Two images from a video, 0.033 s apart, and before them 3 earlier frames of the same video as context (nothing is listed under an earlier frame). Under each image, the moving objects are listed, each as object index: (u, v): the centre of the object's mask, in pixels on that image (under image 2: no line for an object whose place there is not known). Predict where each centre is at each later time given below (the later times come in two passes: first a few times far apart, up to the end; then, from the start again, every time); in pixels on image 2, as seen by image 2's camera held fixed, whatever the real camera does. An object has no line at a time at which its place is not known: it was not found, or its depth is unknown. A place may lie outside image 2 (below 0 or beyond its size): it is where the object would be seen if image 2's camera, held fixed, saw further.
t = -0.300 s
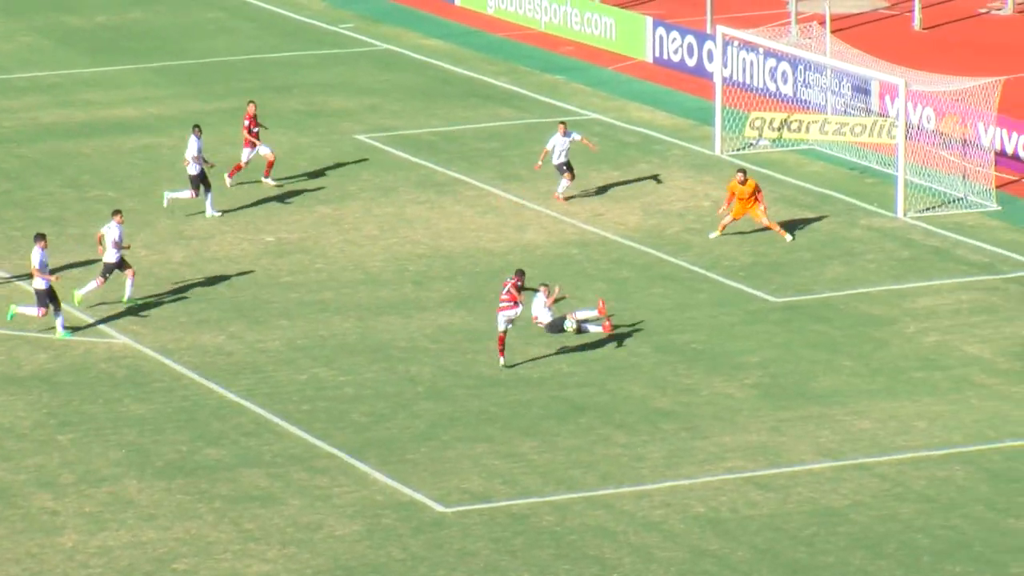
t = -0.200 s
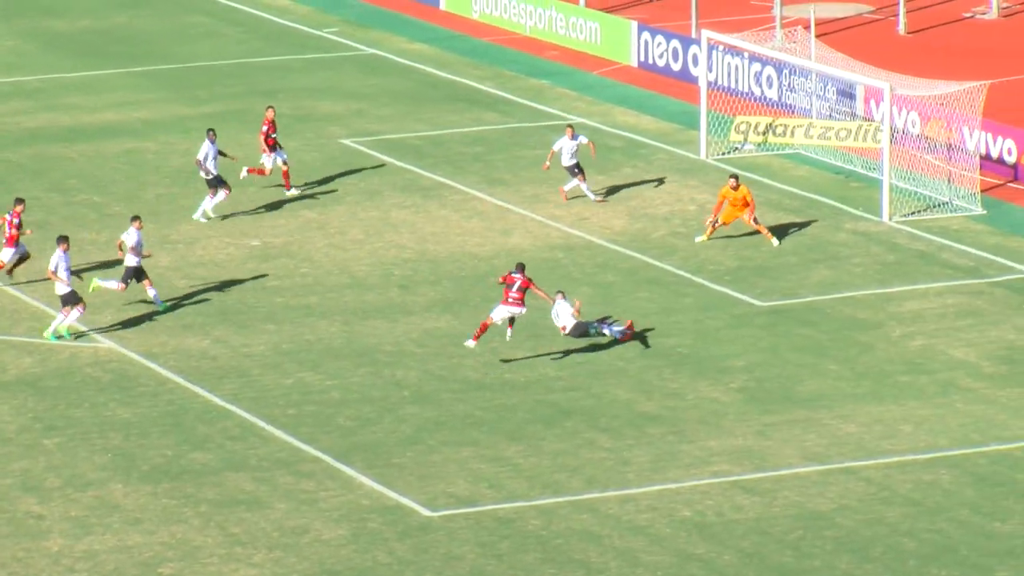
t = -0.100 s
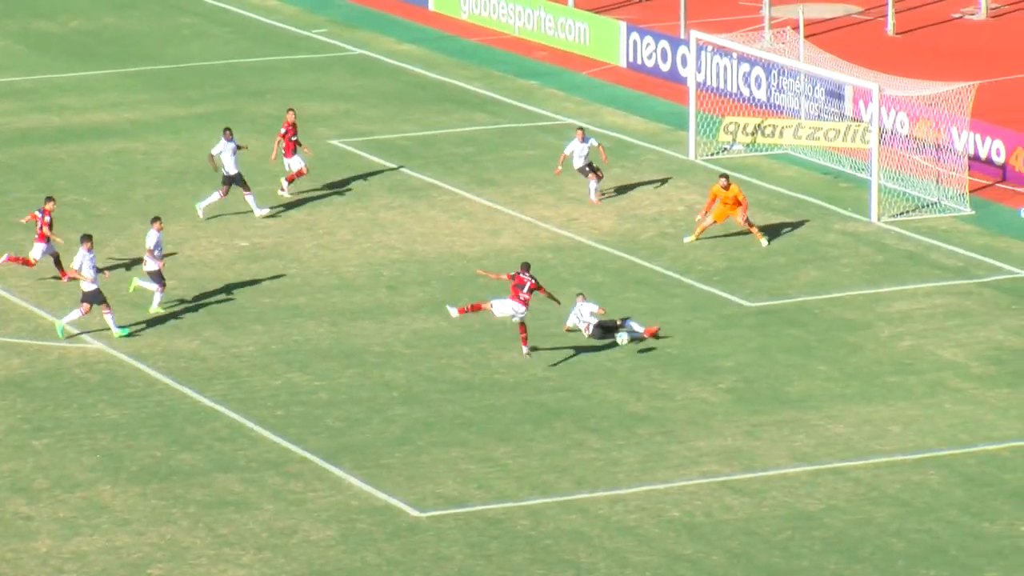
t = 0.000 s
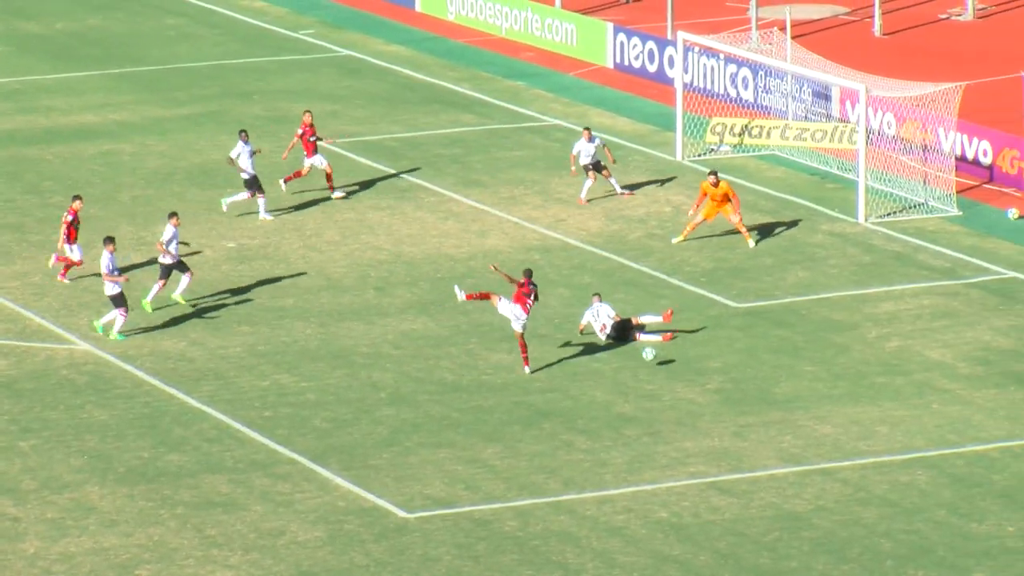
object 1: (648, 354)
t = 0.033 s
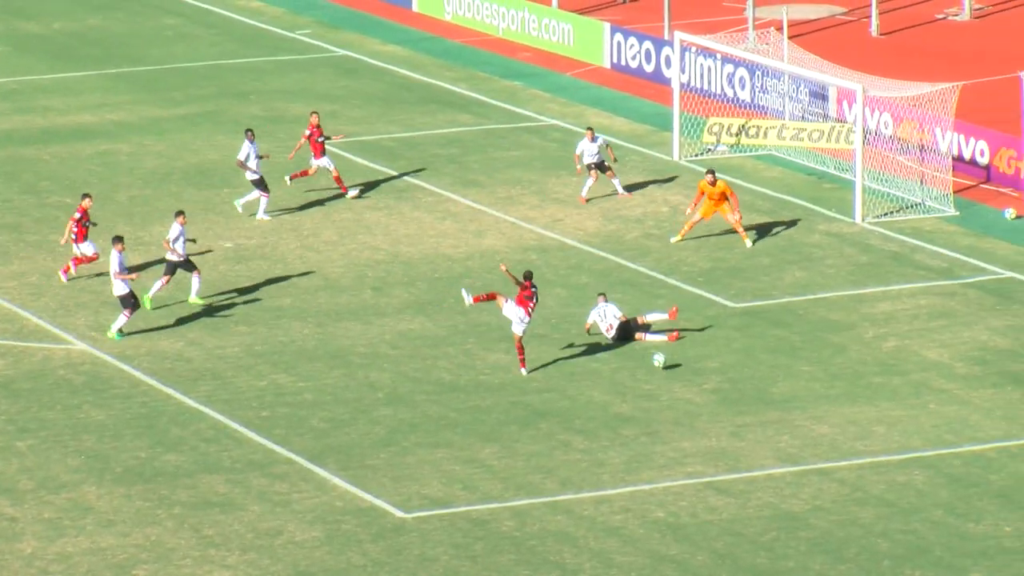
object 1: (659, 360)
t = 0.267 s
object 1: (741, 377)
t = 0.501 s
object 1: (820, 398)
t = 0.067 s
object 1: (671, 367)
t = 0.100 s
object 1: (683, 368)
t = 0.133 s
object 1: (695, 369)
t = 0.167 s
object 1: (707, 370)
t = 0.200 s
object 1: (718, 372)
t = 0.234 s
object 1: (729, 374)
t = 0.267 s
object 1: (741, 377)
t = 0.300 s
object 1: (753, 382)
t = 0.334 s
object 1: (763, 386)
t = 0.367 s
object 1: (775, 391)
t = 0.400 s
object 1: (786, 393)
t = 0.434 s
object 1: (798, 394)
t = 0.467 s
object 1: (809, 396)
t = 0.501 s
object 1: (820, 398)
